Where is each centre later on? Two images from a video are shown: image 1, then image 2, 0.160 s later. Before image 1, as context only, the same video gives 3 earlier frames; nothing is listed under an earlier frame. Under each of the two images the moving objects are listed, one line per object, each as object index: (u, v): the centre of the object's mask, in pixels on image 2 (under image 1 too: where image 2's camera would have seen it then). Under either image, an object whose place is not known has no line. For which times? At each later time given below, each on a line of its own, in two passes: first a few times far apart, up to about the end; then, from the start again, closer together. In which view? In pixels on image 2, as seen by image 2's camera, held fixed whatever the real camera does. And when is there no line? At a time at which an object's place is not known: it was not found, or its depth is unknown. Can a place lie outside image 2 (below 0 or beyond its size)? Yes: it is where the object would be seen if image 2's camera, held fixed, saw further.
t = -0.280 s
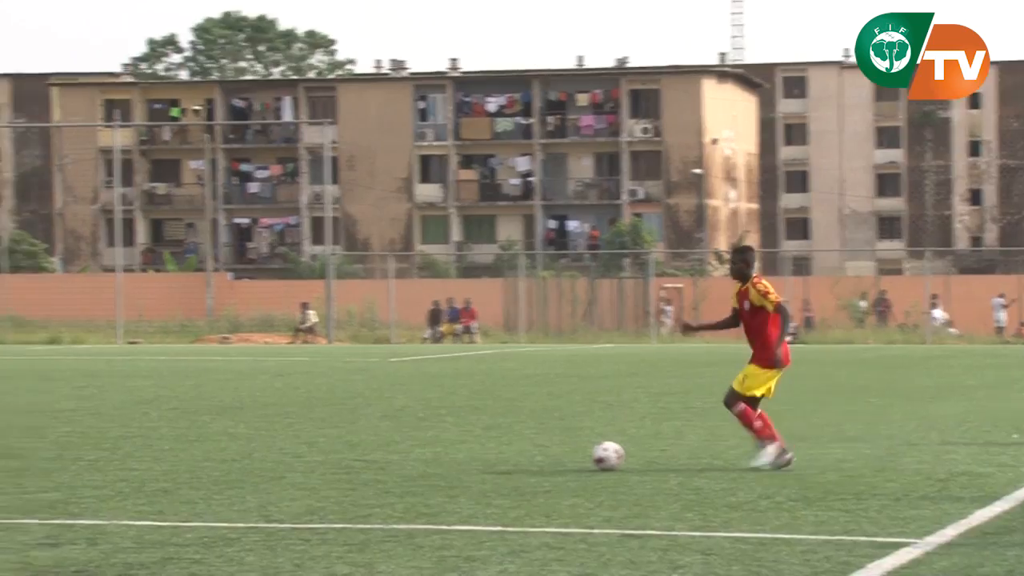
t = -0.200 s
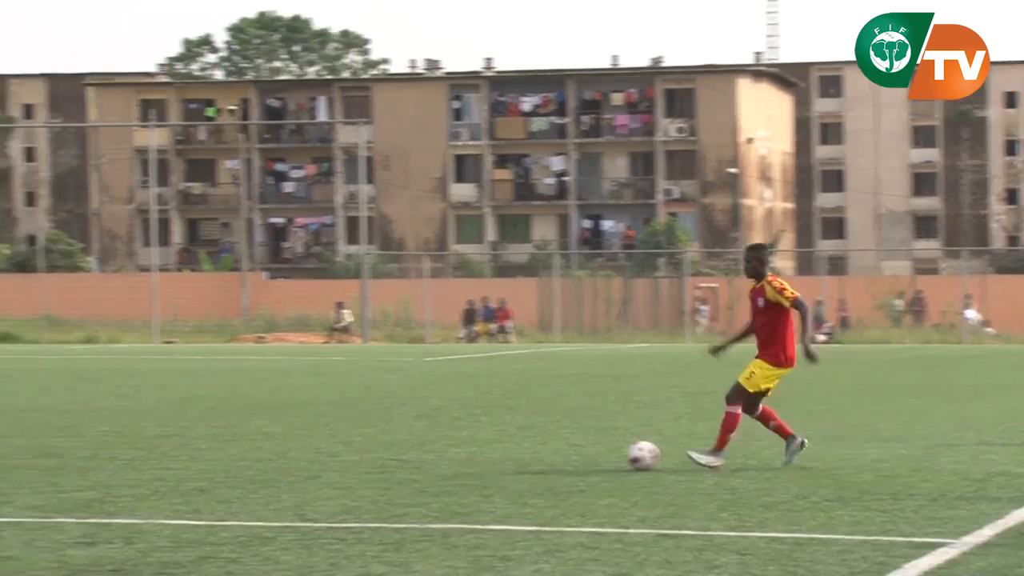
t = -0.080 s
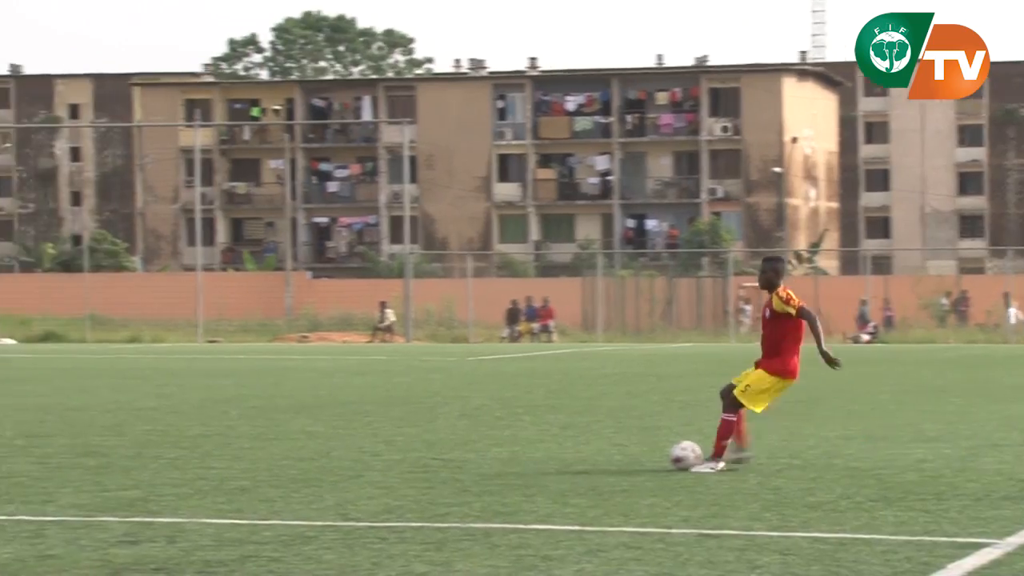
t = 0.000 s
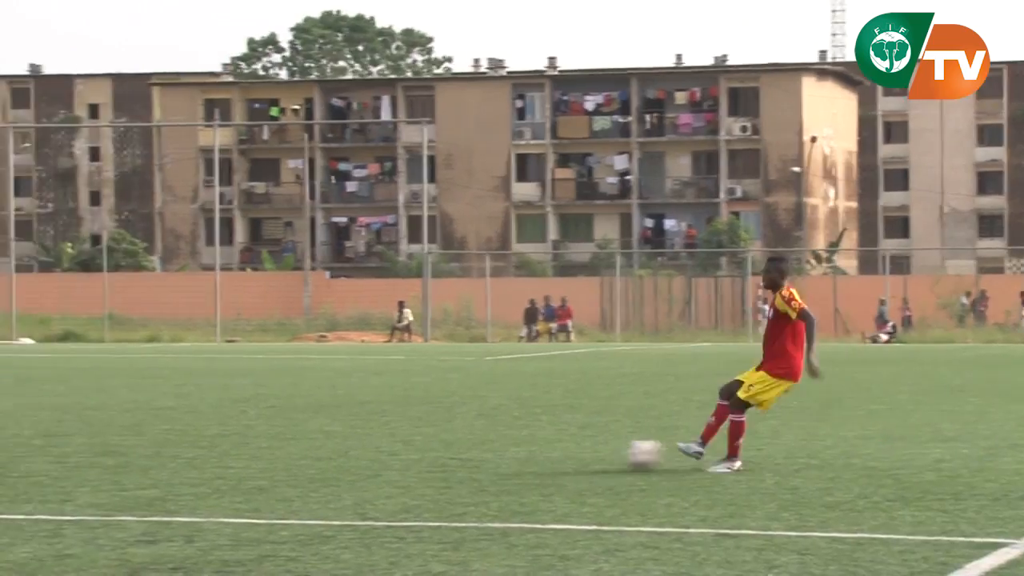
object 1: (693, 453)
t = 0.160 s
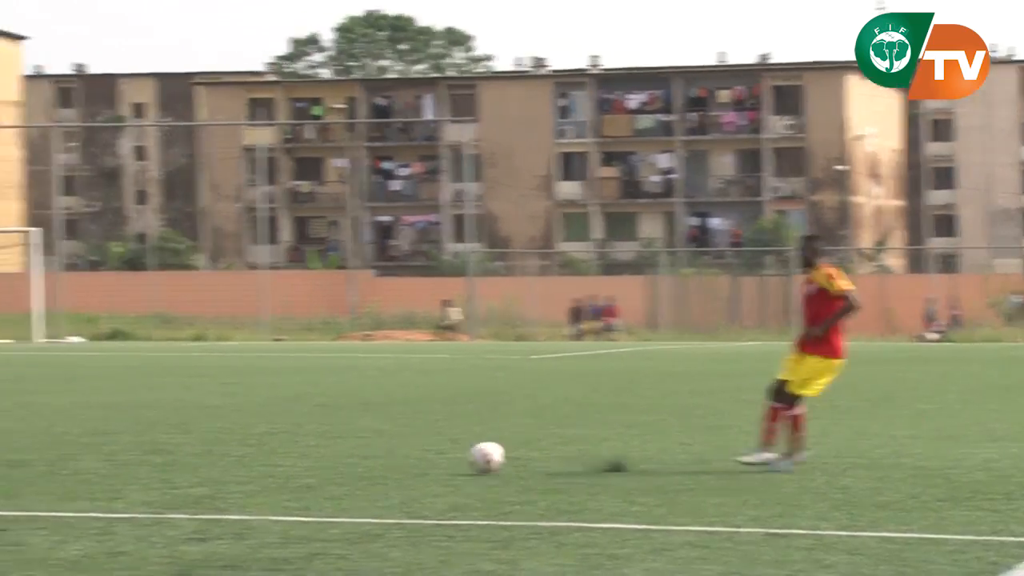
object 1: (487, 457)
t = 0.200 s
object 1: (443, 462)
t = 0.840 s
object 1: (-221, 491)
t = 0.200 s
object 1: (443, 462)
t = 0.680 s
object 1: (-49, 476)
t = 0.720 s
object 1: (-90, 480)
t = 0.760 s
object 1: (-133, 487)
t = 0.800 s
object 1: (-177, 489)
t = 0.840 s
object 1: (-221, 491)
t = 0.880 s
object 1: (-265, 493)
